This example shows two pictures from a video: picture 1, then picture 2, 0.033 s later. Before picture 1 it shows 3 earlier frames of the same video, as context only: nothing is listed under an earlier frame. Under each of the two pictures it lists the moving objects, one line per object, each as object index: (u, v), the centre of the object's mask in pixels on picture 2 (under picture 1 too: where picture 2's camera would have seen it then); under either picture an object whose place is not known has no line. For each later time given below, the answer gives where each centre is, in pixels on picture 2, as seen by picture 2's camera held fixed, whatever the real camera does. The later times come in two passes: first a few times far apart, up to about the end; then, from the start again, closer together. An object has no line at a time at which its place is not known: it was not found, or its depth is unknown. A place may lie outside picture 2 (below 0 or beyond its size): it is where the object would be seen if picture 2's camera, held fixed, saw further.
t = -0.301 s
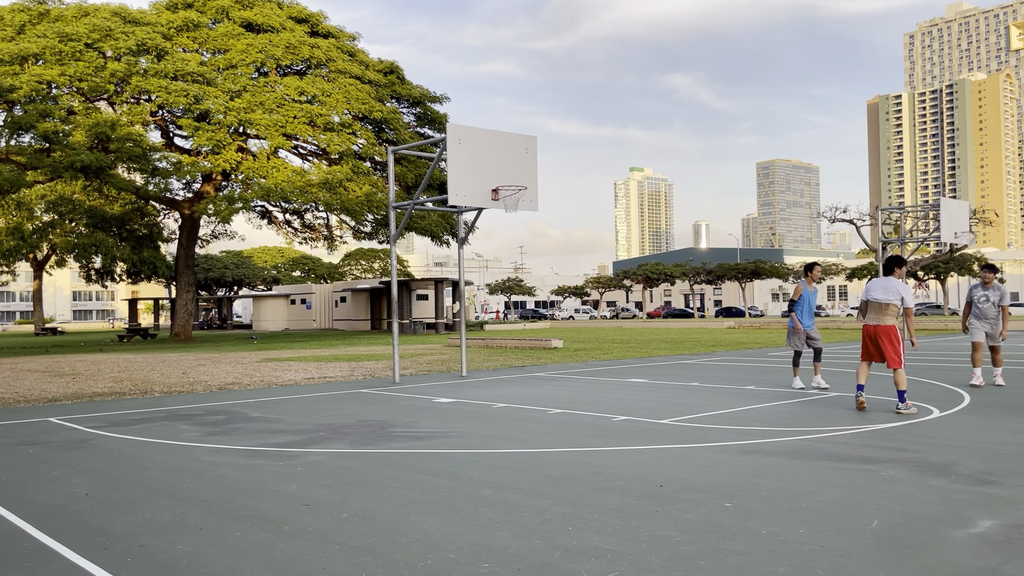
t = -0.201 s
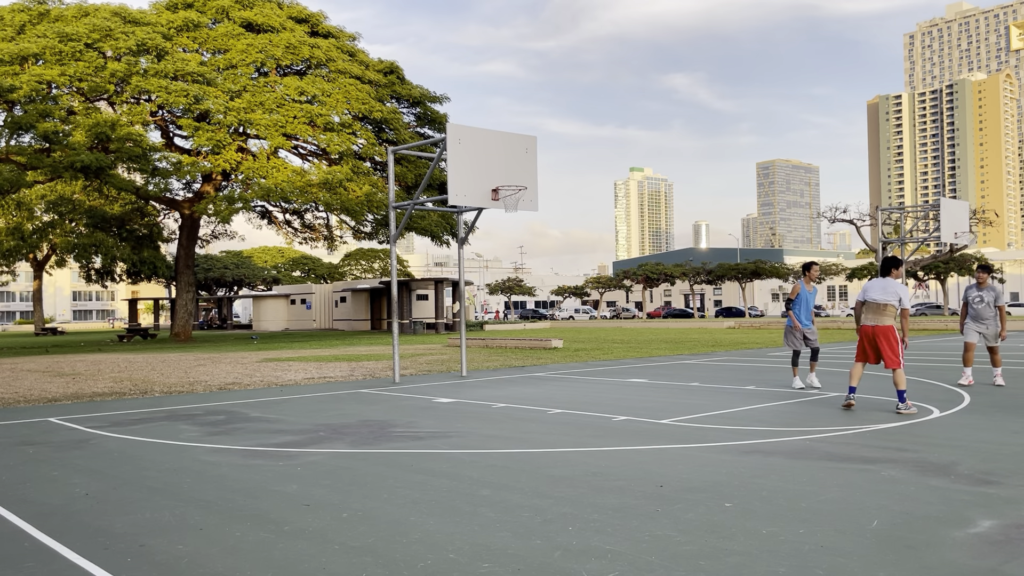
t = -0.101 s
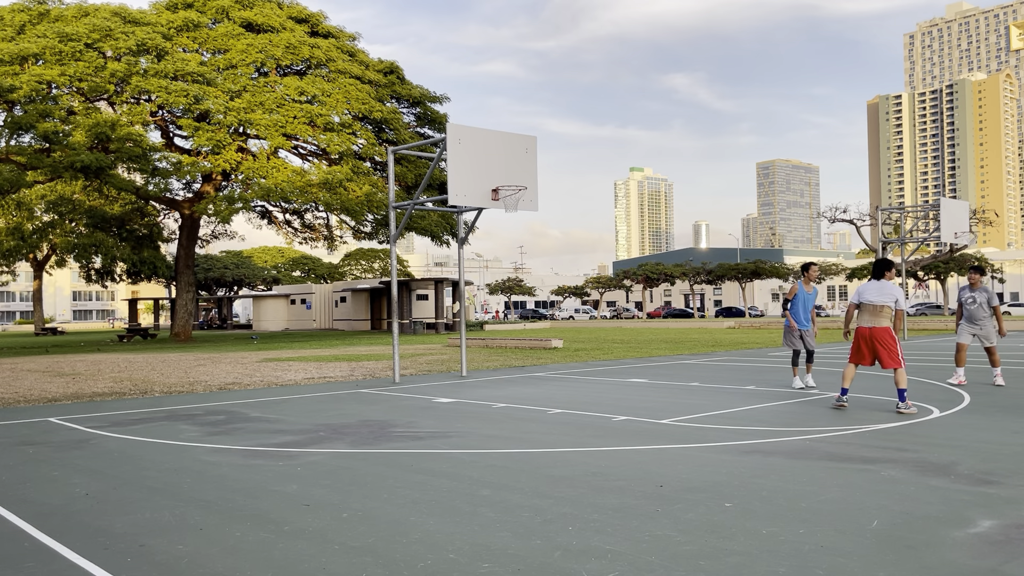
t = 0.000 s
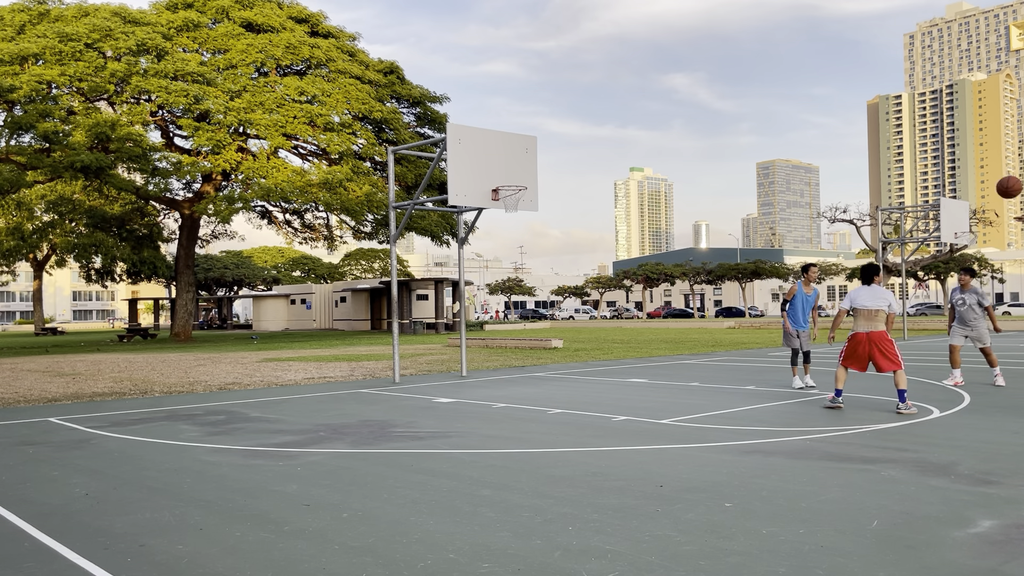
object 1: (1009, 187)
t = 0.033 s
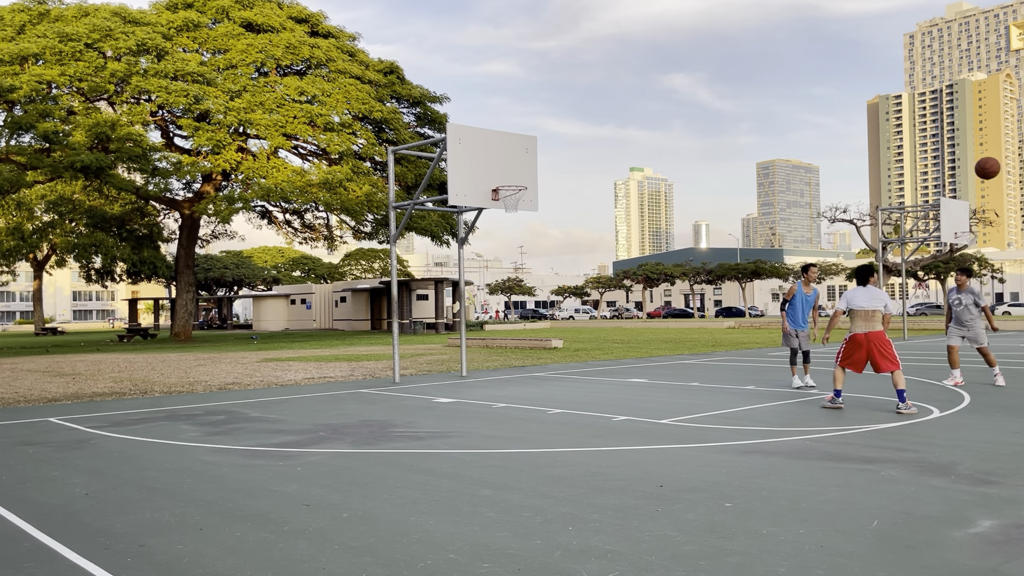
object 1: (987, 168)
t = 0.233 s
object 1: (870, 85)
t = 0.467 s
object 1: (758, 44)
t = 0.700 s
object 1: (666, 49)
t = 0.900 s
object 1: (598, 82)
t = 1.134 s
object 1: (529, 149)
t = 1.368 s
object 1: (518, 199)
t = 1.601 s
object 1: (505, 206)
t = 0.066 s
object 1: (966, 151)
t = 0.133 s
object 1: (926, 120)
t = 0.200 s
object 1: (888, 96)
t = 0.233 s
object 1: (870, 85)
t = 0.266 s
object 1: (853, 76)
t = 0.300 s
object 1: (836, 68)
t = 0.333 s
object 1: (819, 61)
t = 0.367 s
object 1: (803, 55)
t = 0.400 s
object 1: (788, 50)
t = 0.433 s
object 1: (773, 47)
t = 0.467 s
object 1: (758, 44)
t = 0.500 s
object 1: (744, 42)
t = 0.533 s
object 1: (730, 41)
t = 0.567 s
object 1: (717, 41)
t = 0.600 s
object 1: (703, 42)
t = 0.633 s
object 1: (691, 43)
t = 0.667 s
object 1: (678, 46)
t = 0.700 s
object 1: (666, 49)
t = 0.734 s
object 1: (654, 53)
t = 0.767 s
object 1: (642, 57)
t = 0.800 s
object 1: (630, 62)
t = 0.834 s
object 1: (619, 68)
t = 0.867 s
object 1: (608, 75)
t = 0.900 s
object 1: (598, 82)
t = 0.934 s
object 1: (587, 90)
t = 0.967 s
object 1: (577, 98)
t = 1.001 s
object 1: (567, 108)
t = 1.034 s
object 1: (557, 117)
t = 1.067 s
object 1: (548, 127)
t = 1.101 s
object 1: (538, 138)
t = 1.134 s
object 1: (529, 149)
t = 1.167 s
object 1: (520, 161)
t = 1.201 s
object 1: (511, 173)
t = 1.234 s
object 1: (503, 185)
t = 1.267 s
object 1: (510, 190)
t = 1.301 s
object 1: (519, 193)
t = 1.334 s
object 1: (518, 197)
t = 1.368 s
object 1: (518, 199)
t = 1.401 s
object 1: (516, 201)
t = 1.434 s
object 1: (513, 203)
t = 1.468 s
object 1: (513, 208)
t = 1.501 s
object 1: (510, 206)
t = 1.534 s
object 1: (507, 205)
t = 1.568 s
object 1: (506, 205)
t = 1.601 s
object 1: (505, 206)
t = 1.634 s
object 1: (504, 208)
